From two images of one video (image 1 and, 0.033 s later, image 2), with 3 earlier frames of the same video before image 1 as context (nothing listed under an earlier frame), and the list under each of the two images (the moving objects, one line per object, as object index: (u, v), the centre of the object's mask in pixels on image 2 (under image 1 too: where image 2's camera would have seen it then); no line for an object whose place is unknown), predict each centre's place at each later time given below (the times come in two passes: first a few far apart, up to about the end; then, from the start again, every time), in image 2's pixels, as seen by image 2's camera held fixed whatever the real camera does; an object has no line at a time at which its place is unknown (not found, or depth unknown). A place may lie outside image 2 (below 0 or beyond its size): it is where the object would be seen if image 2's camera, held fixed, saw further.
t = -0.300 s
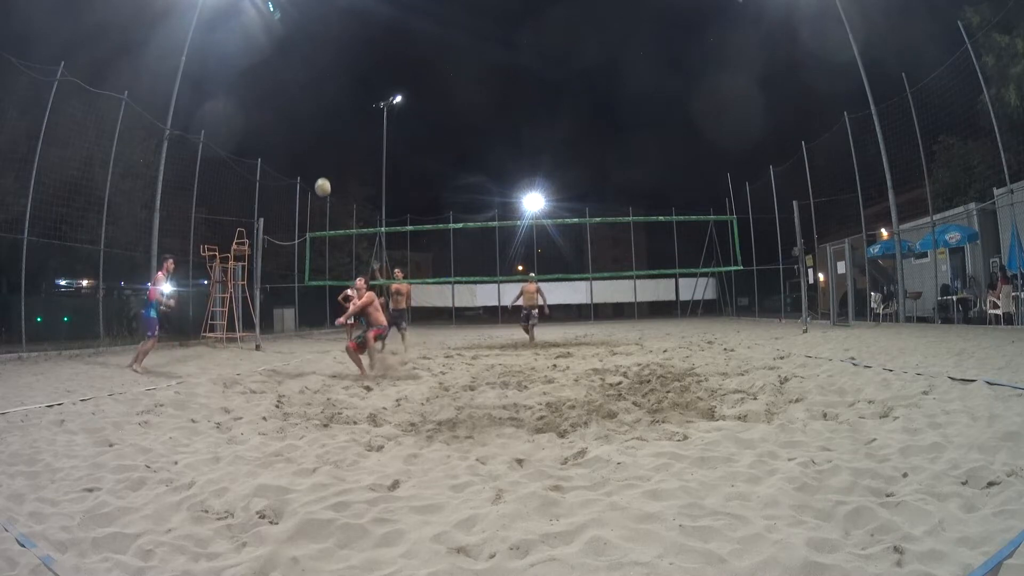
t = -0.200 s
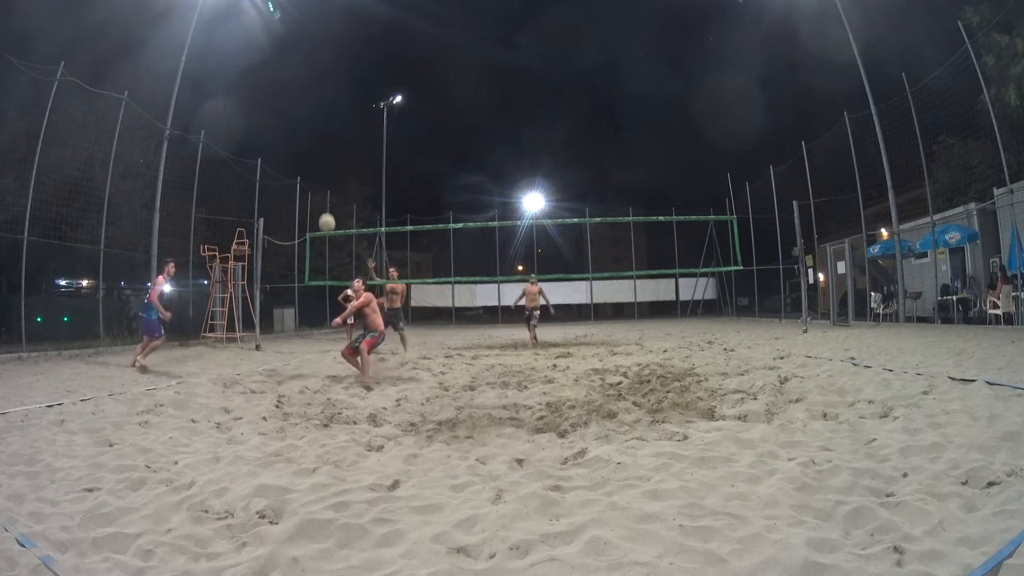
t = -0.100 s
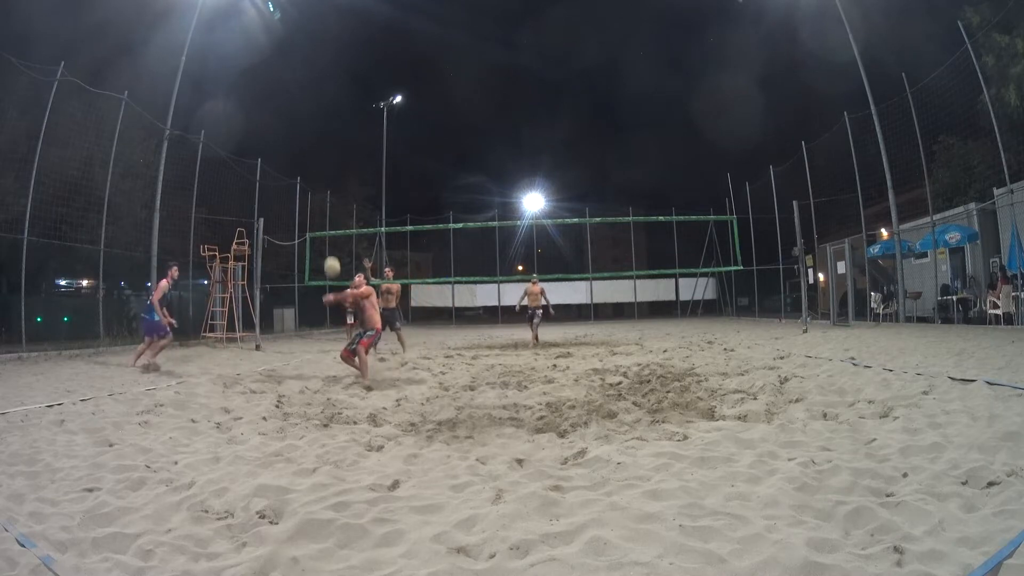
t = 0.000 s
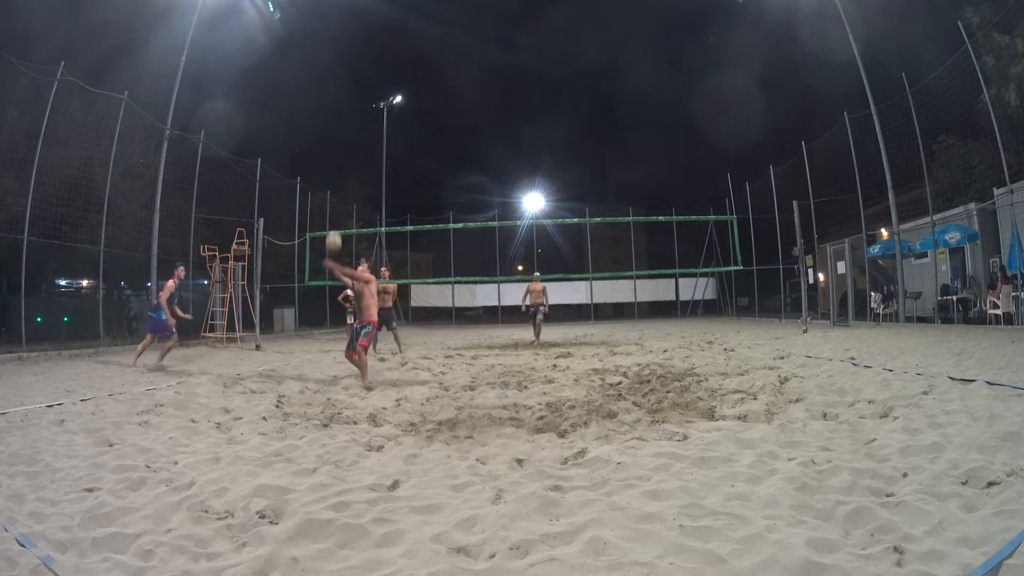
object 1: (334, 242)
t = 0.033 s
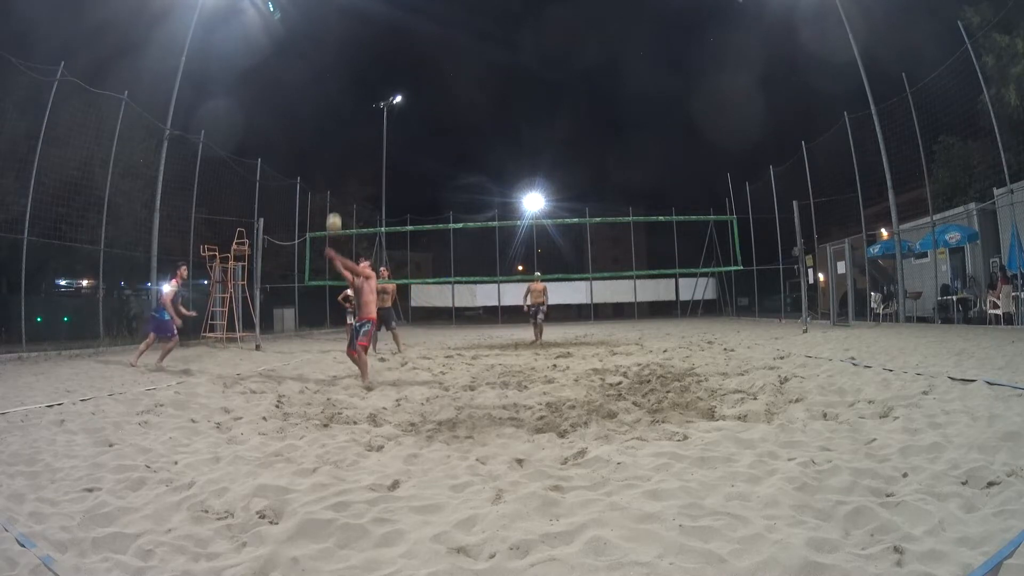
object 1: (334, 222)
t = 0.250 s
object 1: (337, 139)
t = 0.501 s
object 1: (341, 95)
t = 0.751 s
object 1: (341, 90)
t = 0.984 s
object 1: (339, 111)
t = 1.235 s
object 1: (336, 160)
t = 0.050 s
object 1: (334, 215)
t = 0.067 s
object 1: (334, 207)
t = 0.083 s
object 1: (334, 199)
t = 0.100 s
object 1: (335, 192)
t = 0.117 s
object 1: (335, 184)
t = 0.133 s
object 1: (335, 177)
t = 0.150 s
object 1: (335, 171)
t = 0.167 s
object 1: (336, 165)
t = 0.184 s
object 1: (336, 159)
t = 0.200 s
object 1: (336, 153)
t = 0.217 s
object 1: (337, 148)
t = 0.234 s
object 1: (337, 143)
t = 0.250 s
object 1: (337, 139)
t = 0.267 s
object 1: (338, 134)
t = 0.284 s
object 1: (338, 130)
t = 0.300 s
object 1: (338, 126)
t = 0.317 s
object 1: (338, 122)
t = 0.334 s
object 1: (339, 119)
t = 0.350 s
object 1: (339, 116)
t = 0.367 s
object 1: (339, 113)
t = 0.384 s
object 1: (340, 110)
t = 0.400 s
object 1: (340, 107)
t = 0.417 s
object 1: (340, 105)
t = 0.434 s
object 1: (340, 103)
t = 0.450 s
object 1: (340, 100)
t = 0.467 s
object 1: (340, 99)
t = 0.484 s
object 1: (341, 97)
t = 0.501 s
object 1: (341, 95)
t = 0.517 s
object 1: (341, 94)
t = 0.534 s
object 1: (341, 93)
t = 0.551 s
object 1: (341, 92)
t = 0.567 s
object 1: (341, 91)
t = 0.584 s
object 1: (341, 90)
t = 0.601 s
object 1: (341, 89)
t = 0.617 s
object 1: (341, 89)
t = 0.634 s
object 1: (341, 89)
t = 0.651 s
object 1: (341, 89)
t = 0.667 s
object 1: (341, 89)
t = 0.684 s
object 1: (341, 89)
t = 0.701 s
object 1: (341, 89)
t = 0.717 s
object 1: (341, 89)
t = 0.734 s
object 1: (341, 90)
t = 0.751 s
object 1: (341, 90)
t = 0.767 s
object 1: (341, 91)
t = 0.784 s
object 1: (341, 92)
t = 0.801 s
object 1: (341, 93)
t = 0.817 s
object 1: (341, 94)
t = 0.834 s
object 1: (341, 95)
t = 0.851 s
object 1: (340, 97)
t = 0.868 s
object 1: (340, 98)
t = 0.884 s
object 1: (340, 99)
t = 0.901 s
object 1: (340, 101)
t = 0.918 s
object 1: (340, 103)
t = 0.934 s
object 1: (340, 105)
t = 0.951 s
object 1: (340, 107)
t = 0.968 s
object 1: (339, 109)
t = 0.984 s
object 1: (339, 111)
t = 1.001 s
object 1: (339, 114)
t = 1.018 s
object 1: (339, 116)
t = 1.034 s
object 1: (339, 119)
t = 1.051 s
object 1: (338, 122)
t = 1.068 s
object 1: (338, 125)
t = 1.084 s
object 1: (338, 128)
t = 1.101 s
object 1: (338, 131)
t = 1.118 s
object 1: (338, 134)
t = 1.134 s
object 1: (337, 137)
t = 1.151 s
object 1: (337, 141)
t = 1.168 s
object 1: (337, 145)
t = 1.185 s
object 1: (337, 148)
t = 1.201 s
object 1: (336, 152)
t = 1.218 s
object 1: (336, 156)
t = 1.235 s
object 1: (336, 160)
